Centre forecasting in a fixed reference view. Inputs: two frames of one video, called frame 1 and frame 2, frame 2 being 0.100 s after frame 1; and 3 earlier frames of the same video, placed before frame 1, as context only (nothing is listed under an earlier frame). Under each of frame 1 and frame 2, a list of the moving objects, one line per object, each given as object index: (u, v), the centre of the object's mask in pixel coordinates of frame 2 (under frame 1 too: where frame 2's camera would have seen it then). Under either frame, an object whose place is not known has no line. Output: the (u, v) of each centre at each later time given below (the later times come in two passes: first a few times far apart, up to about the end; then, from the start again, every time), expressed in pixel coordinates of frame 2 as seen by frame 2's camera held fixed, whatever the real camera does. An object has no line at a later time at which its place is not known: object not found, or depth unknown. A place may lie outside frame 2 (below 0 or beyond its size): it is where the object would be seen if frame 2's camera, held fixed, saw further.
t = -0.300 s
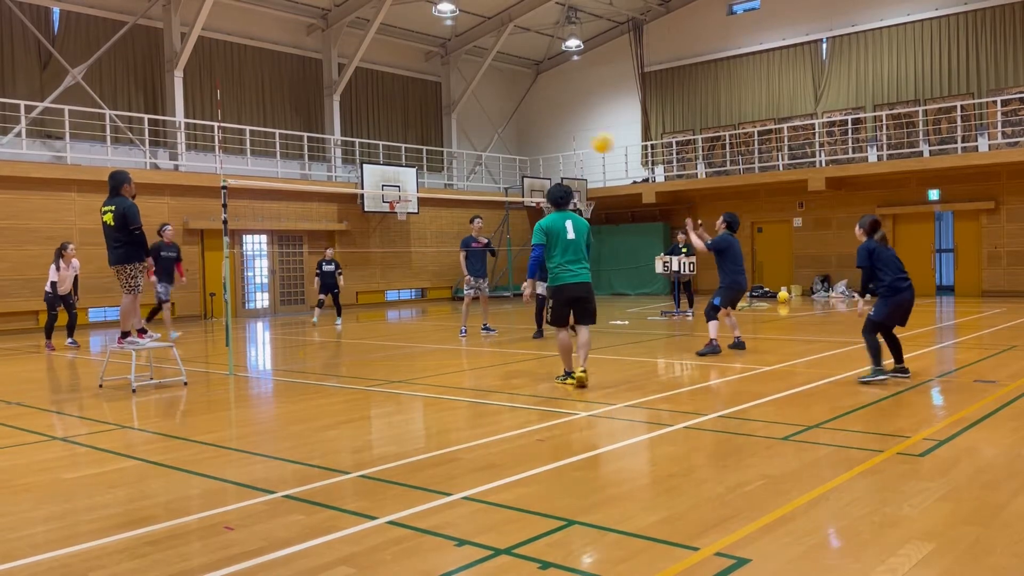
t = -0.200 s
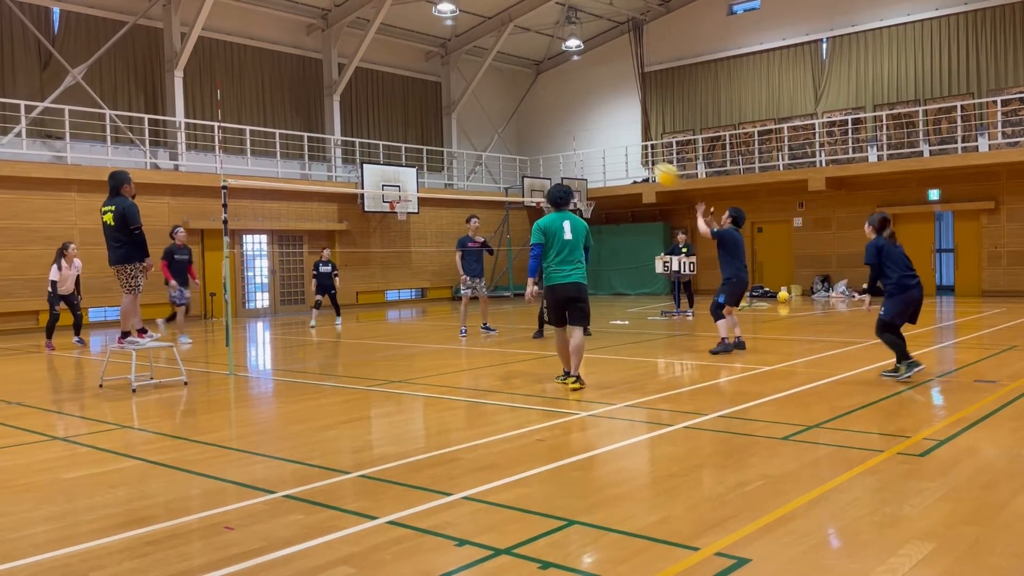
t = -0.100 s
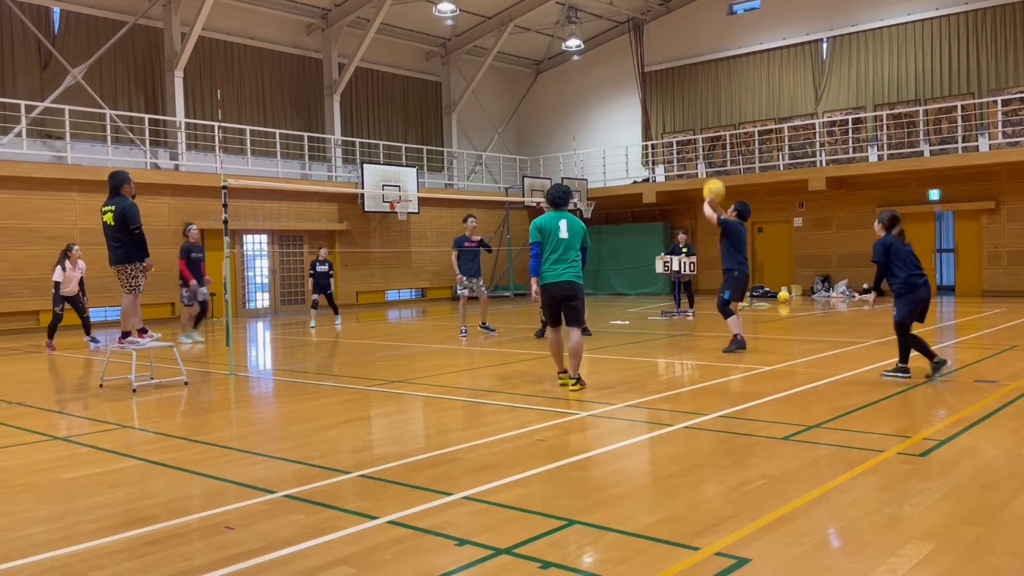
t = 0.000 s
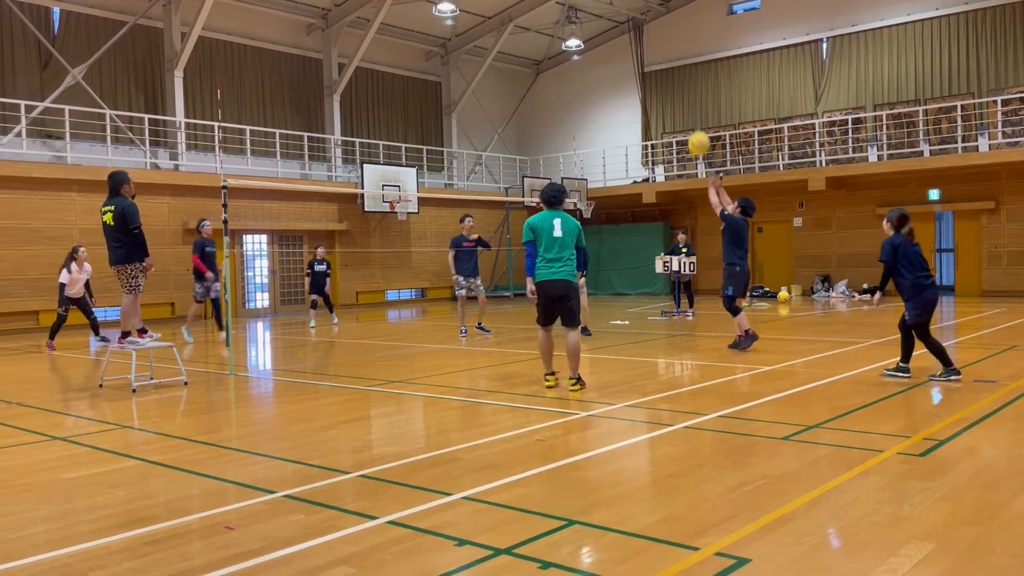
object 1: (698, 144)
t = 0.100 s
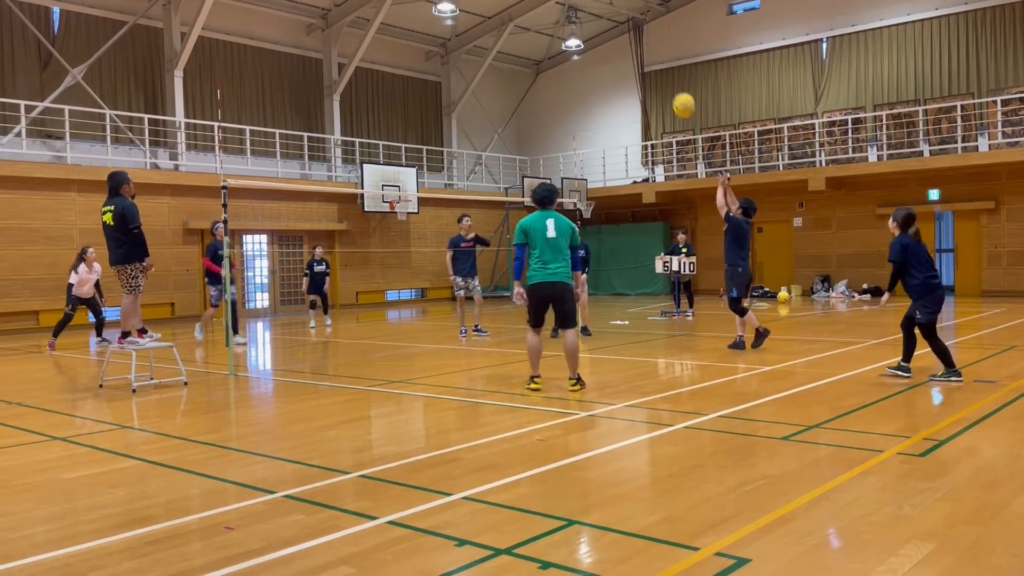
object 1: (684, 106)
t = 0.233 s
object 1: (665, 68)
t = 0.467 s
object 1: (637, 41)
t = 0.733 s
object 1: (609, 63)
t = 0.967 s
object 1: (587, 124)
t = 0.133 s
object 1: (679, 95)
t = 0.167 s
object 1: (674, 85)
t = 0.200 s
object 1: (669, 76)
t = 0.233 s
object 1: (665, 68)
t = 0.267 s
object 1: (661, 62)
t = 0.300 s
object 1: (657, 55)
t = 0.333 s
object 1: (653, 51)
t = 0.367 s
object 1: (649, 47)
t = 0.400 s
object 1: (645, 44)
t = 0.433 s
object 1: (641, 42)
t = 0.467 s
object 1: (637, 41)
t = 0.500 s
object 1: (633, 41)
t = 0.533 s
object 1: (629, 41)
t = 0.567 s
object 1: (626, 43)
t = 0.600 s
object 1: (622, 45)
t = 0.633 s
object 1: (619, 49)
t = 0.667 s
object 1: (615, 53)
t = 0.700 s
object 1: (612, 57)
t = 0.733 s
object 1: (609, 63)
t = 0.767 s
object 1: (605, 70)
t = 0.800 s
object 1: (602, 77)
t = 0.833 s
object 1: (599, 85)
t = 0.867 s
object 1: (595, 94)
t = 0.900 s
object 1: (592, 103)
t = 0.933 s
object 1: (589, 113)
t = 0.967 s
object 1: (587, 124)
